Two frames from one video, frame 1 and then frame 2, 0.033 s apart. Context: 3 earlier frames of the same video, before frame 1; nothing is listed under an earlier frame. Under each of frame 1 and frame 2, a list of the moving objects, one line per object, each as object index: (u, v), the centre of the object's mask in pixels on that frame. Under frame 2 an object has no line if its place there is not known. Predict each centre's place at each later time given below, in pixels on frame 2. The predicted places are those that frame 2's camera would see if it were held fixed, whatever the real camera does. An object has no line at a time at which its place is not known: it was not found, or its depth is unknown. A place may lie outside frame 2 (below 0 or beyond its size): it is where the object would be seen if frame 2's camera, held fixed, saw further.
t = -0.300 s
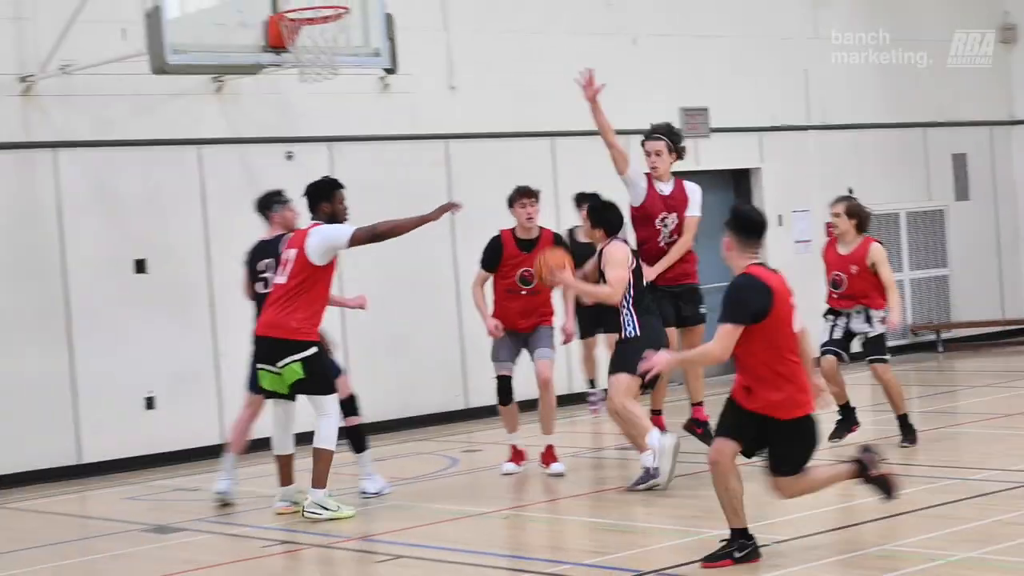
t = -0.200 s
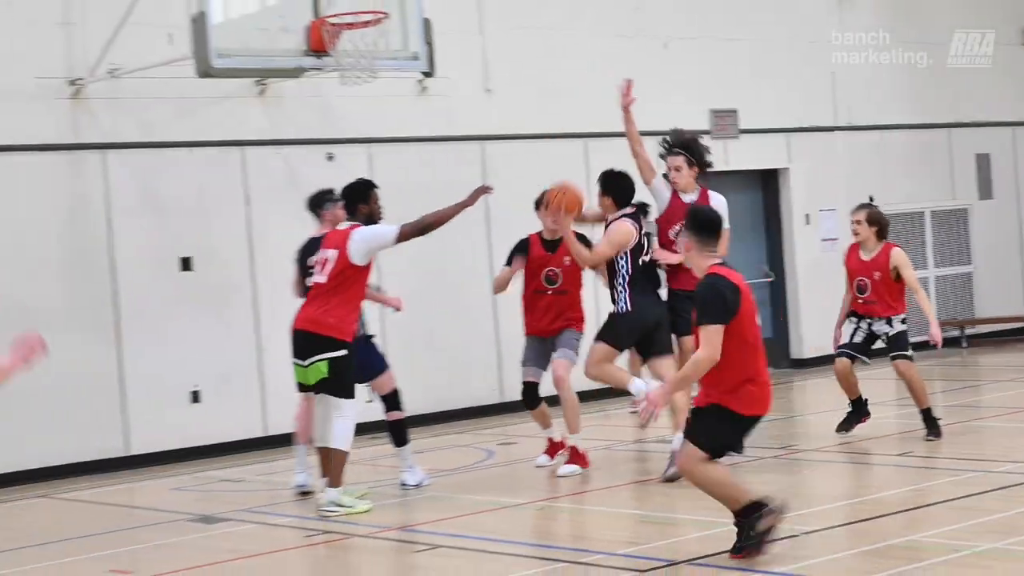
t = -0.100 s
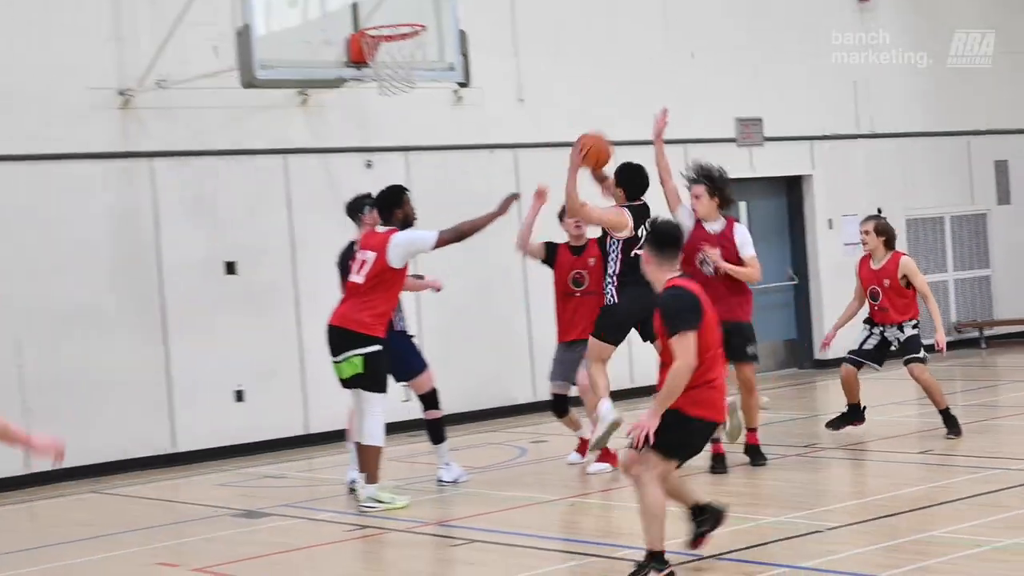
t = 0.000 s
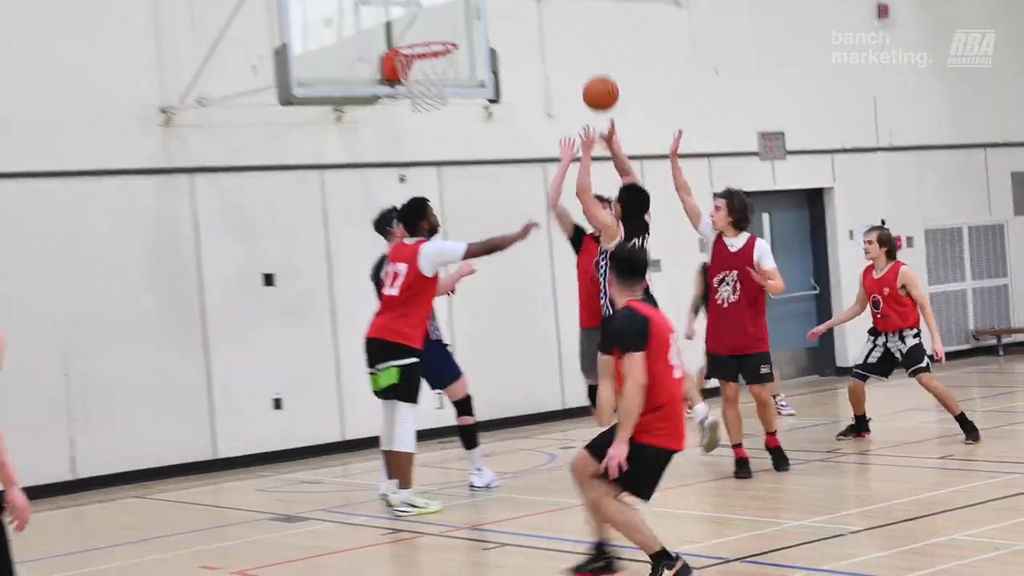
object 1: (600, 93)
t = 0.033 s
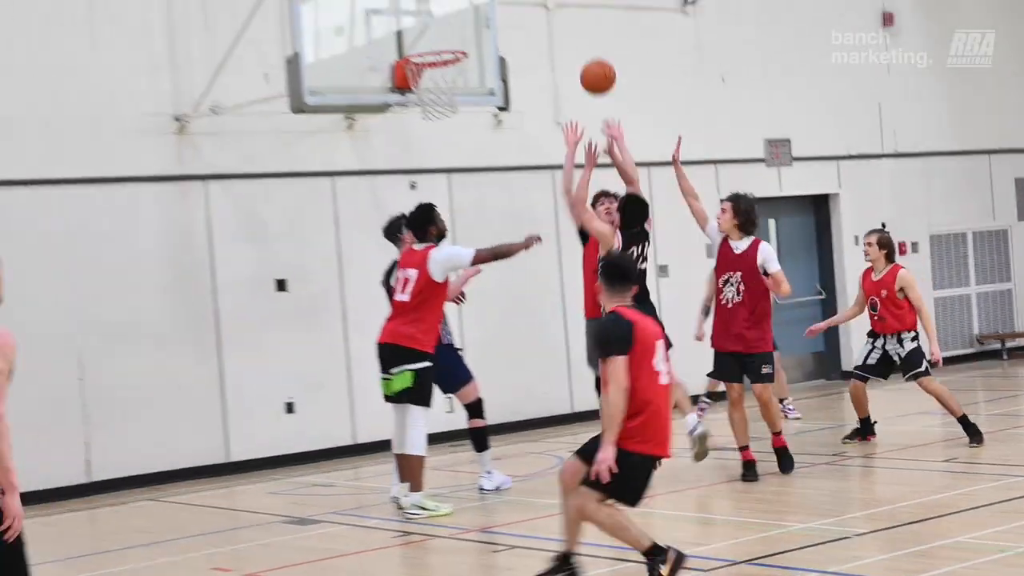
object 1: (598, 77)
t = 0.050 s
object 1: (592, 64)
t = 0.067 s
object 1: (586, 53)
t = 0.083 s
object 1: (581, 43)
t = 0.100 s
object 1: (575, 32)
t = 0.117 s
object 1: (570, 23)
